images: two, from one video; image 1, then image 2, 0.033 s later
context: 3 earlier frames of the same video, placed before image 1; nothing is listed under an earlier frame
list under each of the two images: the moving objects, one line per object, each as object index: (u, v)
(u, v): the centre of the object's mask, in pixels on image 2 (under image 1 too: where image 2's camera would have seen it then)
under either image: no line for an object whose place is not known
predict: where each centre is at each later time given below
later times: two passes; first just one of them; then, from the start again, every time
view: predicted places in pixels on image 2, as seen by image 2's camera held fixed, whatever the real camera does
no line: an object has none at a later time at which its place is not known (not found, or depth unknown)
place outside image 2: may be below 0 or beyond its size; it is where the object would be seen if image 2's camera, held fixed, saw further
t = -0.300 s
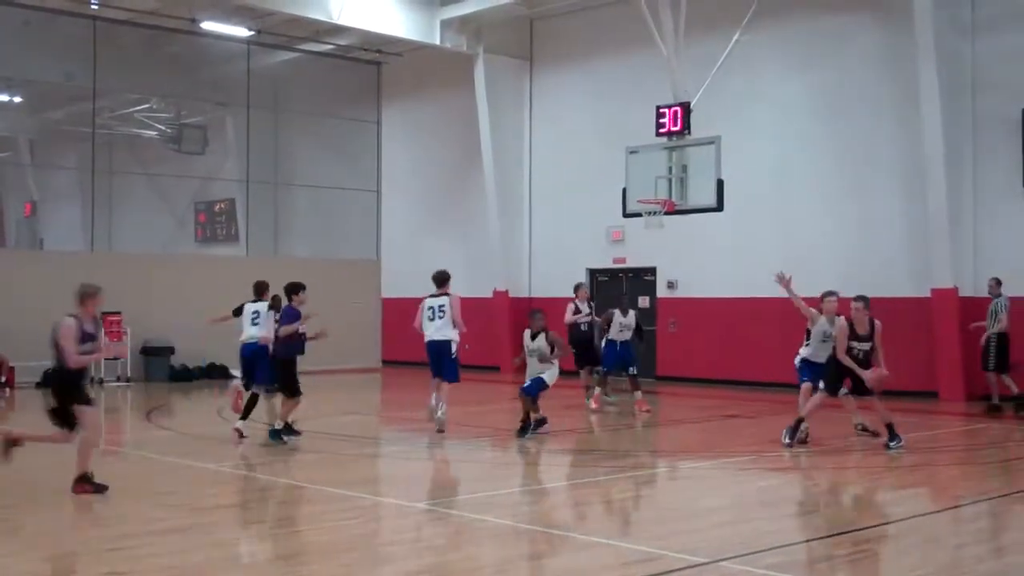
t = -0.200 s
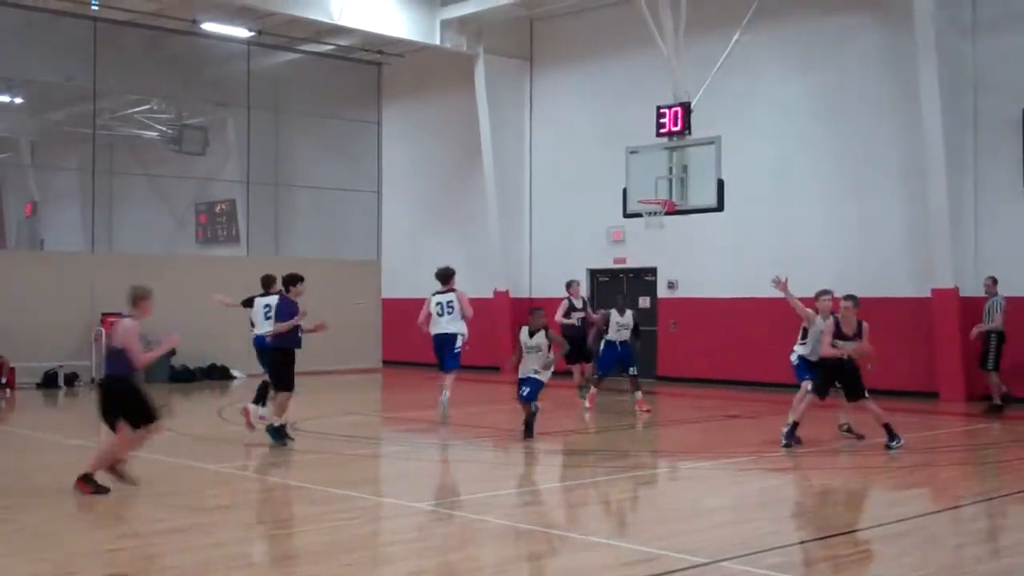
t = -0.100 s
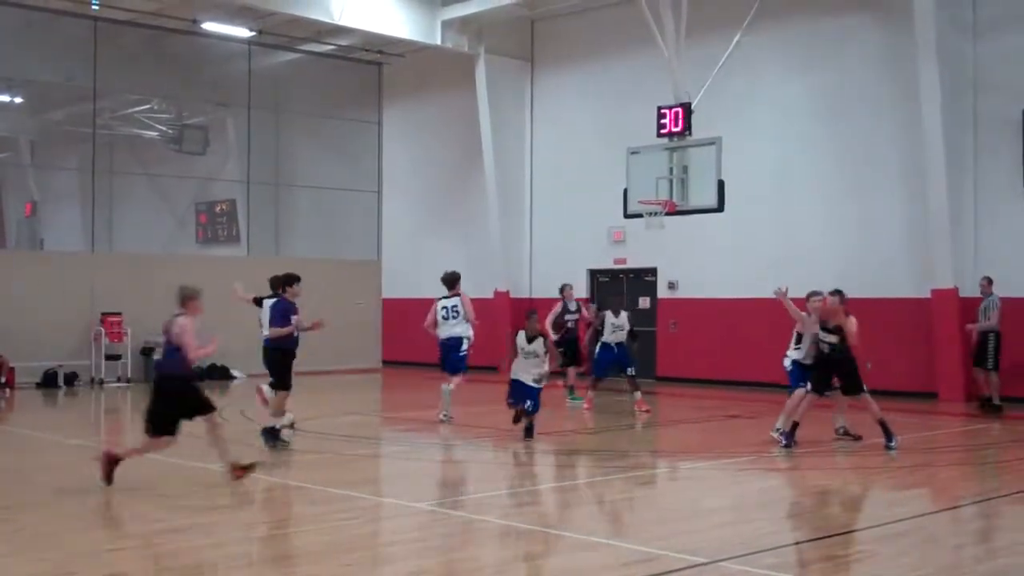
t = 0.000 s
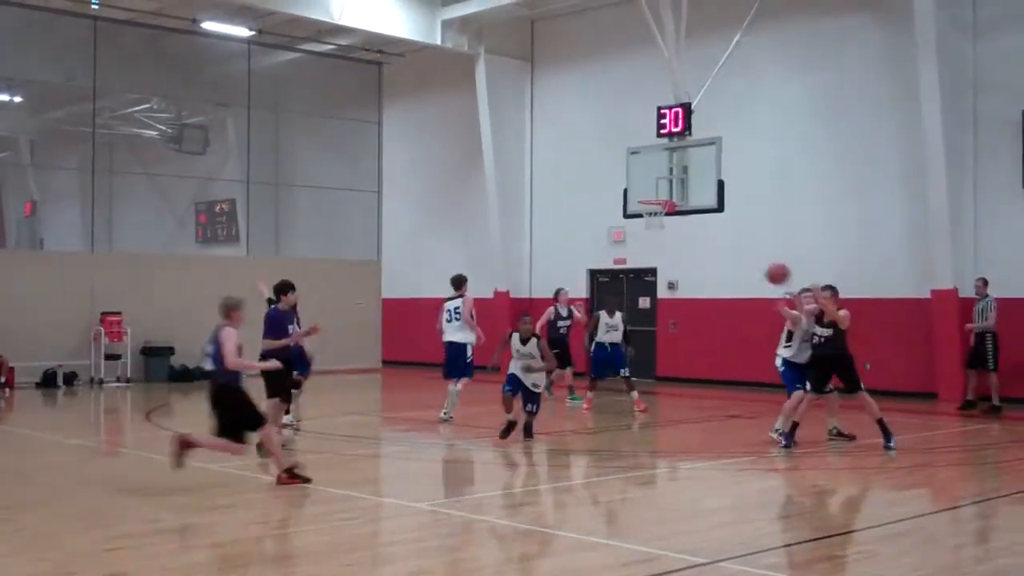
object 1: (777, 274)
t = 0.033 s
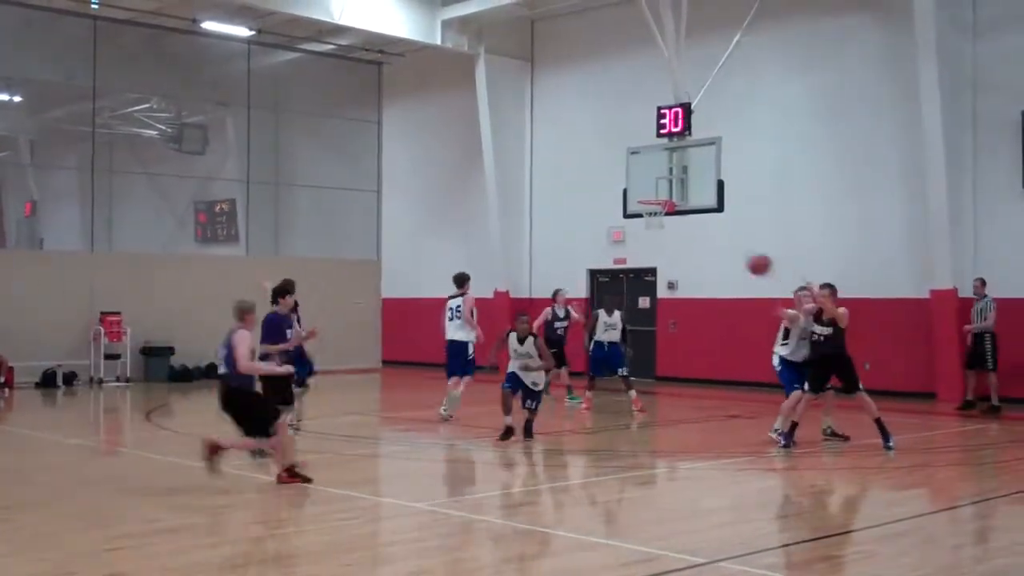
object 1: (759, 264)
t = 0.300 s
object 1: (599, 225)
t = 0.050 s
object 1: (749, 260)
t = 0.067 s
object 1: (740, 255)
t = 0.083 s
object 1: (730, 251)
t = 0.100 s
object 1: (720, 248)
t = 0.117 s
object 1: (711, 245)
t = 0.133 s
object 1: (702, 242)
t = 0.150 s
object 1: (691, 239)
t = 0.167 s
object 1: (682, 236)
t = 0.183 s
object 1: (672, 233)
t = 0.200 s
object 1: (661, 231)
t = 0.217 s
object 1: (652, 230)
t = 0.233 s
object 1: (642, 229)
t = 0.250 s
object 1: (632, 228)
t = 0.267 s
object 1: (620, 226)
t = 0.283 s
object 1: (610, 225)
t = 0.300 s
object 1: (599, 225)
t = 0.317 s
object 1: (589, 224)
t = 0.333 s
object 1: (578, 225)
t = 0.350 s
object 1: (566, 225)
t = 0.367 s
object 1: (555, 226)
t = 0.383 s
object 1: (544, 228)
